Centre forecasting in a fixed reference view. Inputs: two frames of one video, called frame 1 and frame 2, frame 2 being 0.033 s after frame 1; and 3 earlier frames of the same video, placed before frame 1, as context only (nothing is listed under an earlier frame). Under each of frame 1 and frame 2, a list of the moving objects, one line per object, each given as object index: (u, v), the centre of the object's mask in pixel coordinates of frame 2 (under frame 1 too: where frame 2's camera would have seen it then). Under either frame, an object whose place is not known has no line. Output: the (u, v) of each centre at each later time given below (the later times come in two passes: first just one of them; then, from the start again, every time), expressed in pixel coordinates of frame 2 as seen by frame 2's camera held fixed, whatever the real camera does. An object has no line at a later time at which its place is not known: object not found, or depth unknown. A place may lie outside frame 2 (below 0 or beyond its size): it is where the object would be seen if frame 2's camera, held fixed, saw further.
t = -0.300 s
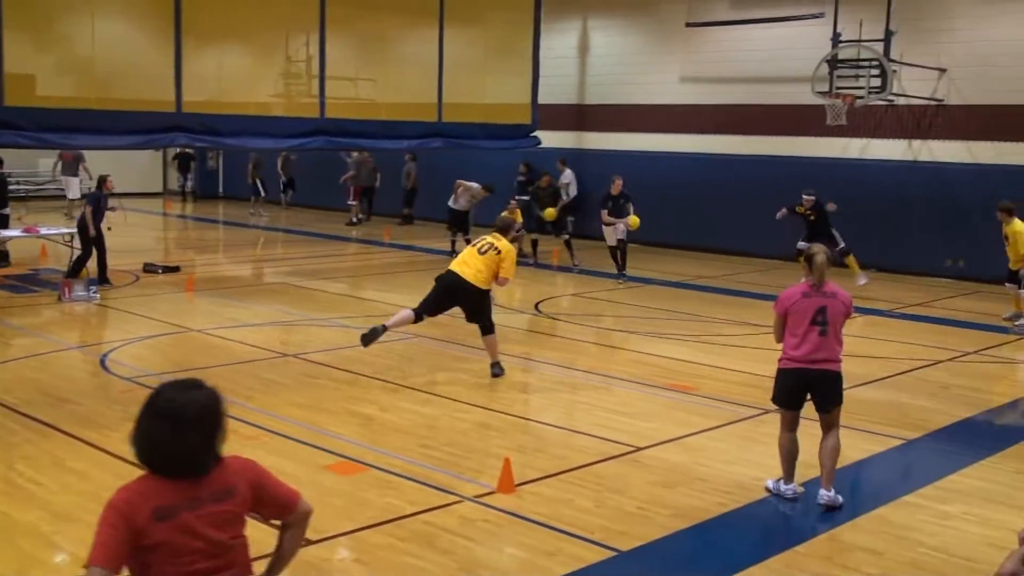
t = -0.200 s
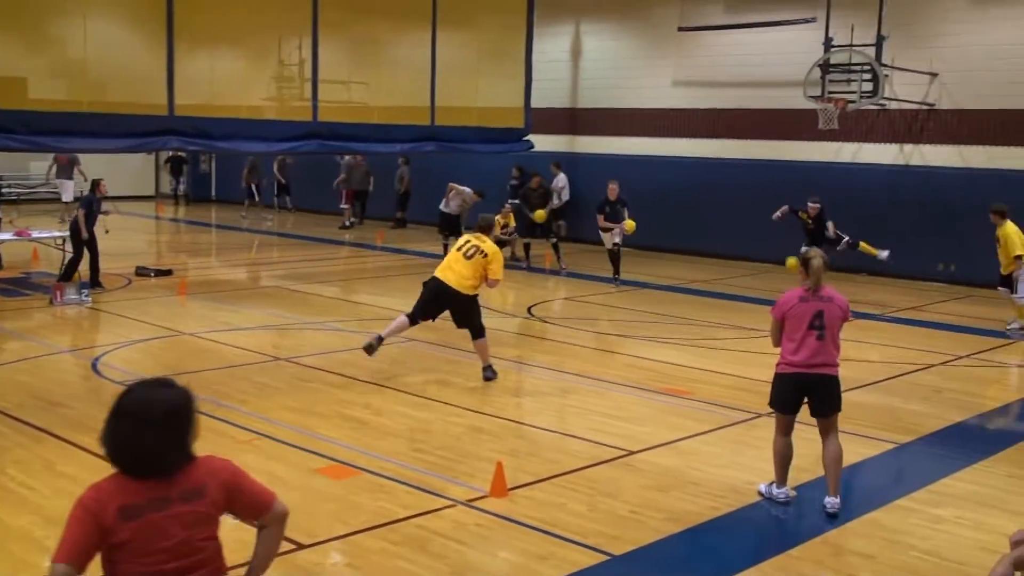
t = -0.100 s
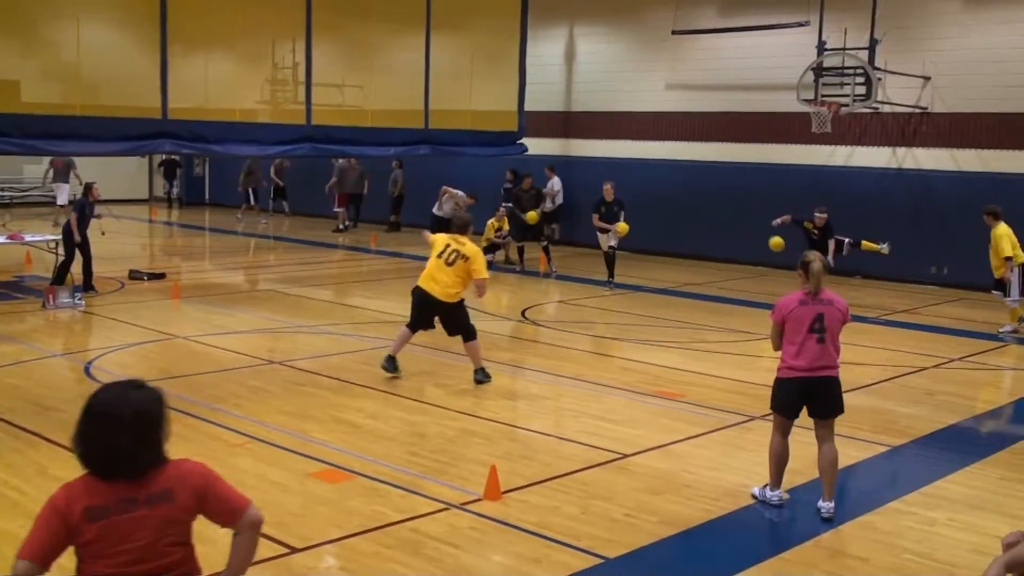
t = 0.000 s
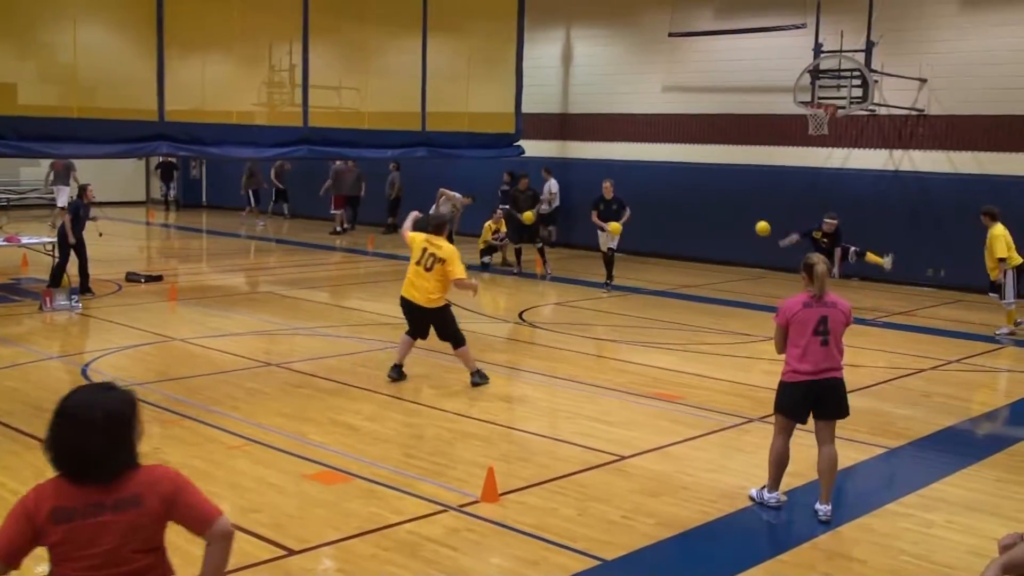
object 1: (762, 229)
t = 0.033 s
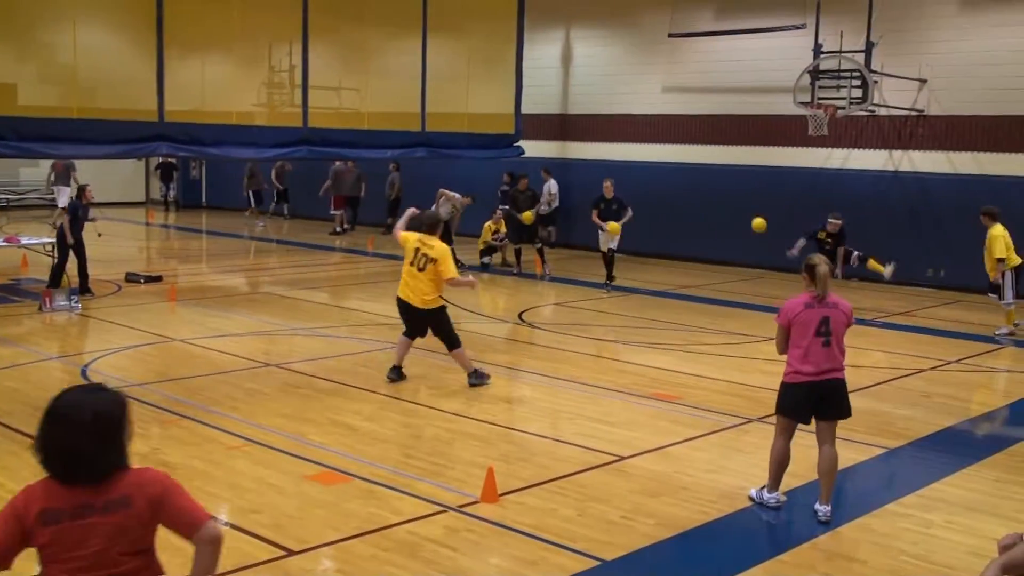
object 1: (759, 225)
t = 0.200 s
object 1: (740, 214)
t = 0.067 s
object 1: (755, 221)
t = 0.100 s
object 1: (751, 218)
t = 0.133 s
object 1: (748, 216)
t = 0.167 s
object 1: (744, 215)
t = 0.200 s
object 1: (740, 214)
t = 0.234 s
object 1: (737, 214)
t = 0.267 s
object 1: (733, 215)
